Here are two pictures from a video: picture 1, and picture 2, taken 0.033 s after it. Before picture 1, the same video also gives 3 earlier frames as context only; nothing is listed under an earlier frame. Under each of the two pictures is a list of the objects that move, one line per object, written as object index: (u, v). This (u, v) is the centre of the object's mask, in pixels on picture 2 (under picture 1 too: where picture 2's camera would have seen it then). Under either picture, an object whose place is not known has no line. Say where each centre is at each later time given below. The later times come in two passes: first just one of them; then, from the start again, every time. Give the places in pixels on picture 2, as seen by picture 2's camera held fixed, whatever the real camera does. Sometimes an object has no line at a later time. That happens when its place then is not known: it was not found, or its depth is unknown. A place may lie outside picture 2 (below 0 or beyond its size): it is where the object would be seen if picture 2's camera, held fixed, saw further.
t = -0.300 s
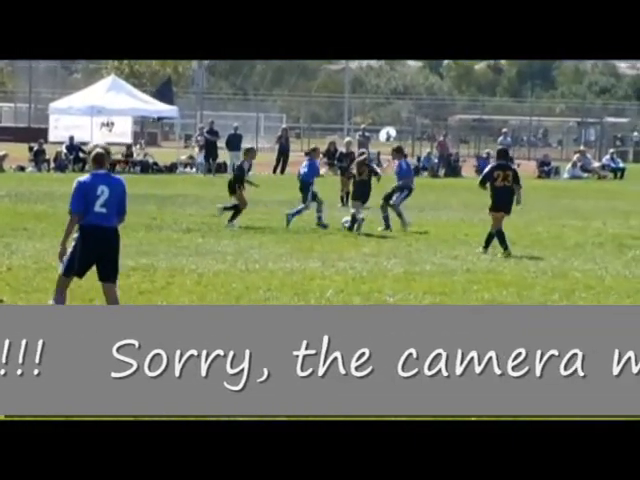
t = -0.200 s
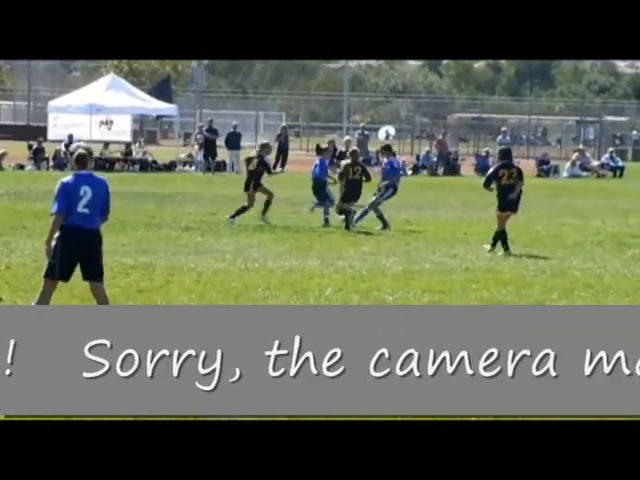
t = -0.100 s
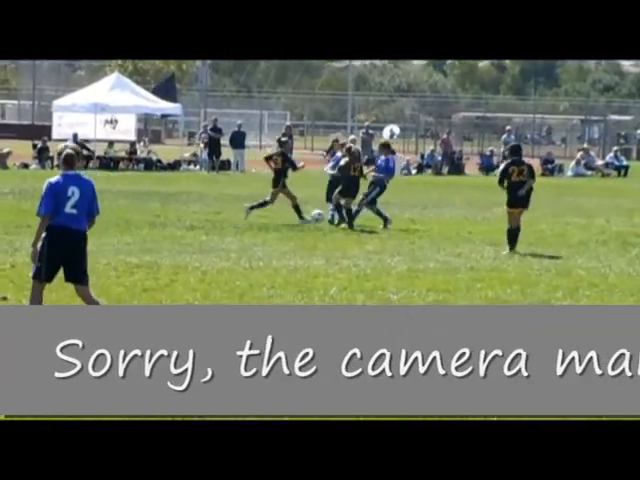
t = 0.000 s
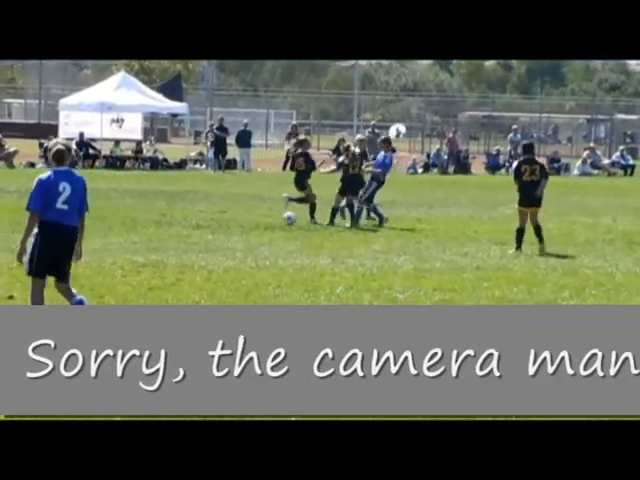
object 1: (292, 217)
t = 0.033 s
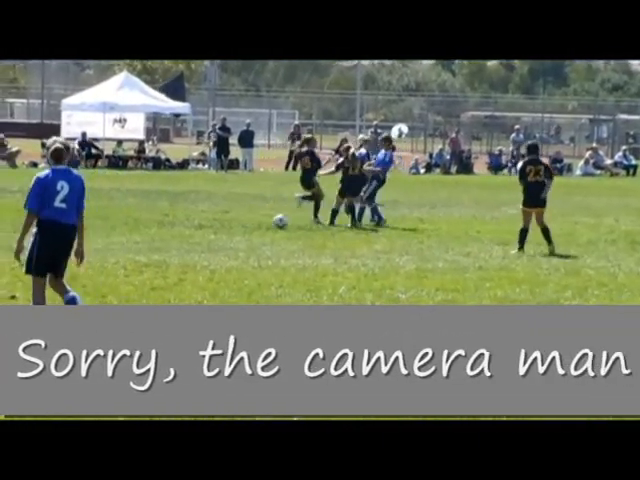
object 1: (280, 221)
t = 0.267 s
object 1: (226, 215)
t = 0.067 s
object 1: (270, 222)
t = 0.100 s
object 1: (263, 219)
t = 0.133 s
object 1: (256, 216)
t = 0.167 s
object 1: (248, 215)
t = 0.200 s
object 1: (241, 215)
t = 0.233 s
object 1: (234, 214)
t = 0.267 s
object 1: (226, 215)
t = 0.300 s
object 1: (219, 216)
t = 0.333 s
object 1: (212, 219)
